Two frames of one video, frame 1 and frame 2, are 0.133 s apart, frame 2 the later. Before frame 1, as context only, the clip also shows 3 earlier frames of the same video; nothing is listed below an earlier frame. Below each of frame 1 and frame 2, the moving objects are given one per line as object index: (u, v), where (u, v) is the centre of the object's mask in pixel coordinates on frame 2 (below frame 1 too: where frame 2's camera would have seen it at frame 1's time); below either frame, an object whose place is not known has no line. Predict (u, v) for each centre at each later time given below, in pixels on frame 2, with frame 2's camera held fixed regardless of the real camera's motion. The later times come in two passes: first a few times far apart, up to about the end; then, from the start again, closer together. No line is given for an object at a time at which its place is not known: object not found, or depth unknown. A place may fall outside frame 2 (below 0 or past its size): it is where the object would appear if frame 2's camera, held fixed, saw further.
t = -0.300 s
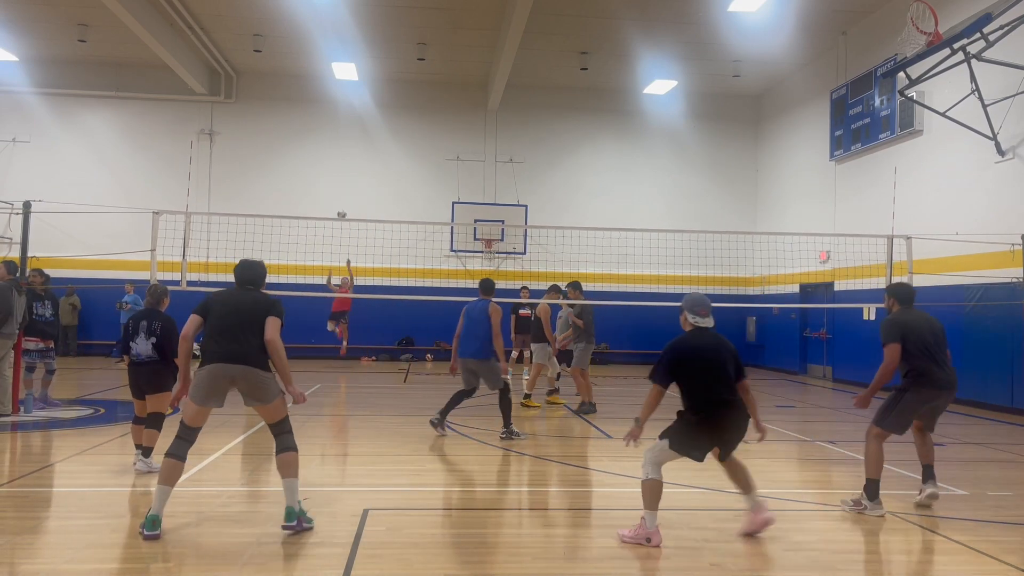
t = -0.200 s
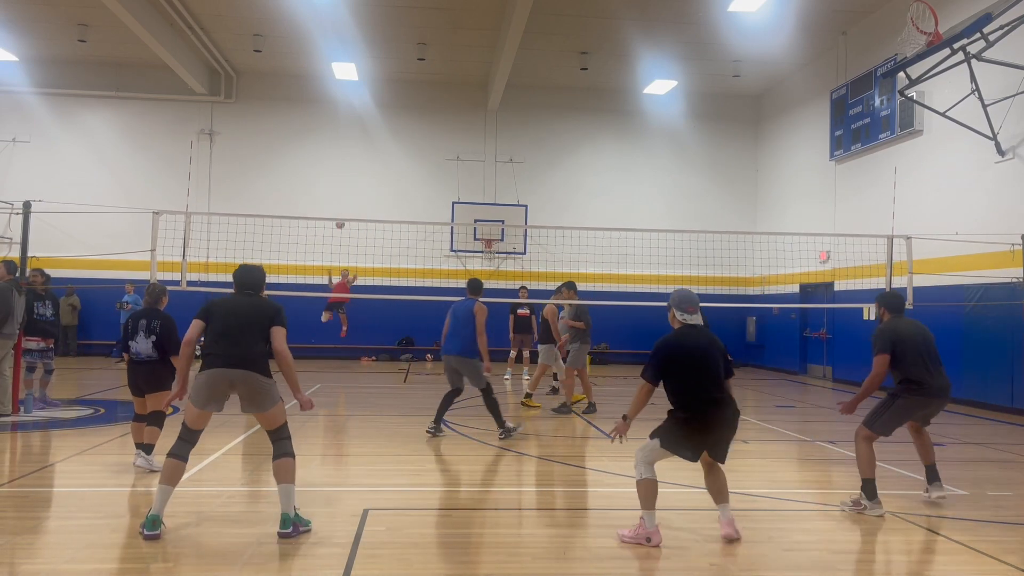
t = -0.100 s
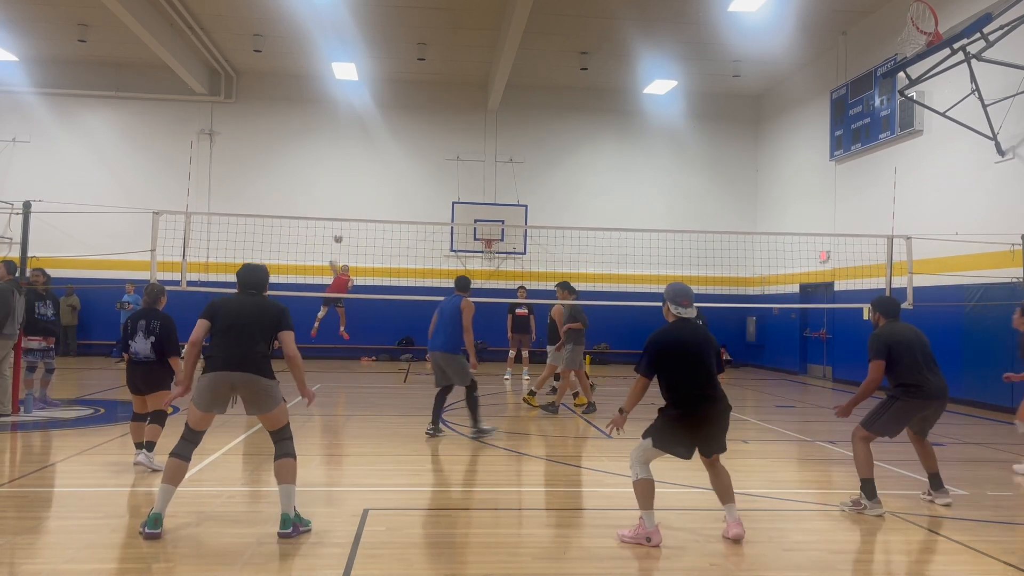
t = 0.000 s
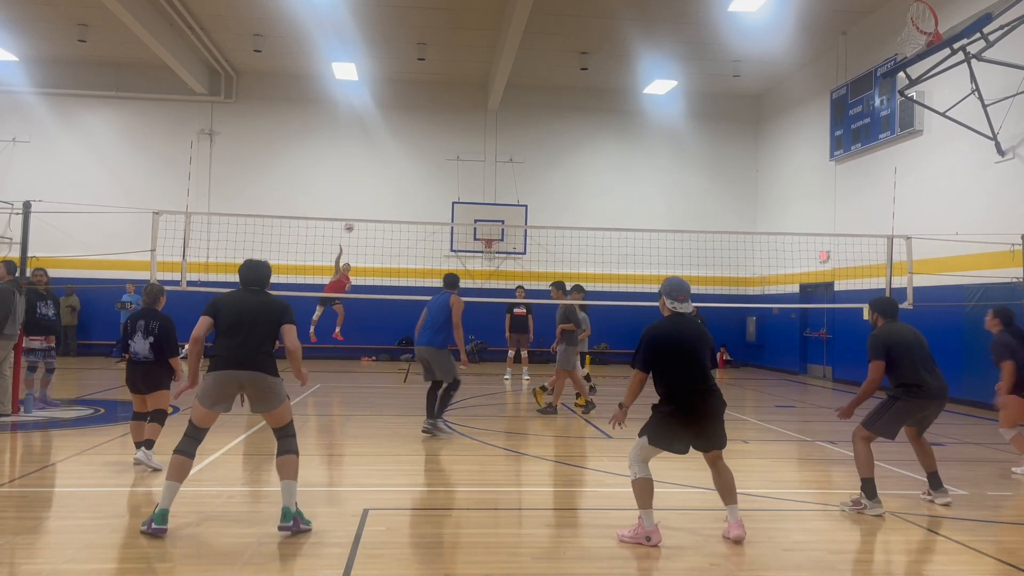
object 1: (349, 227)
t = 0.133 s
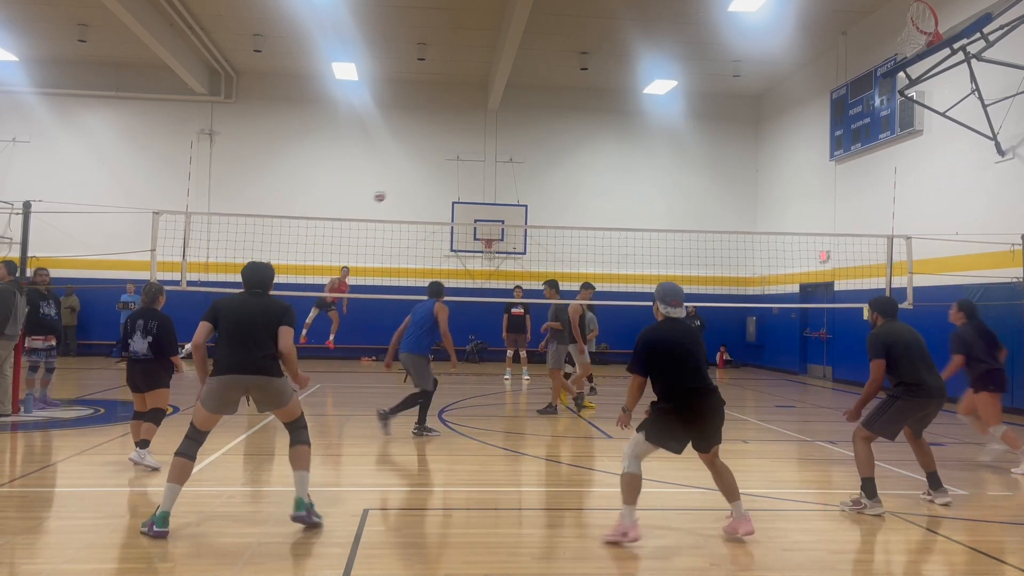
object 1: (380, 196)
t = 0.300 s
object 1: (433, 172)
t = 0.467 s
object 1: (511, 181)
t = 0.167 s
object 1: (389, 190)
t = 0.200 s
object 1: (399, 185)
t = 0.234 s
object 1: (409, 180)
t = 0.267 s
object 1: (421, 176)
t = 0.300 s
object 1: (433, 172)
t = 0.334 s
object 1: (445, 172)
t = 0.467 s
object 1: (511, 181)
